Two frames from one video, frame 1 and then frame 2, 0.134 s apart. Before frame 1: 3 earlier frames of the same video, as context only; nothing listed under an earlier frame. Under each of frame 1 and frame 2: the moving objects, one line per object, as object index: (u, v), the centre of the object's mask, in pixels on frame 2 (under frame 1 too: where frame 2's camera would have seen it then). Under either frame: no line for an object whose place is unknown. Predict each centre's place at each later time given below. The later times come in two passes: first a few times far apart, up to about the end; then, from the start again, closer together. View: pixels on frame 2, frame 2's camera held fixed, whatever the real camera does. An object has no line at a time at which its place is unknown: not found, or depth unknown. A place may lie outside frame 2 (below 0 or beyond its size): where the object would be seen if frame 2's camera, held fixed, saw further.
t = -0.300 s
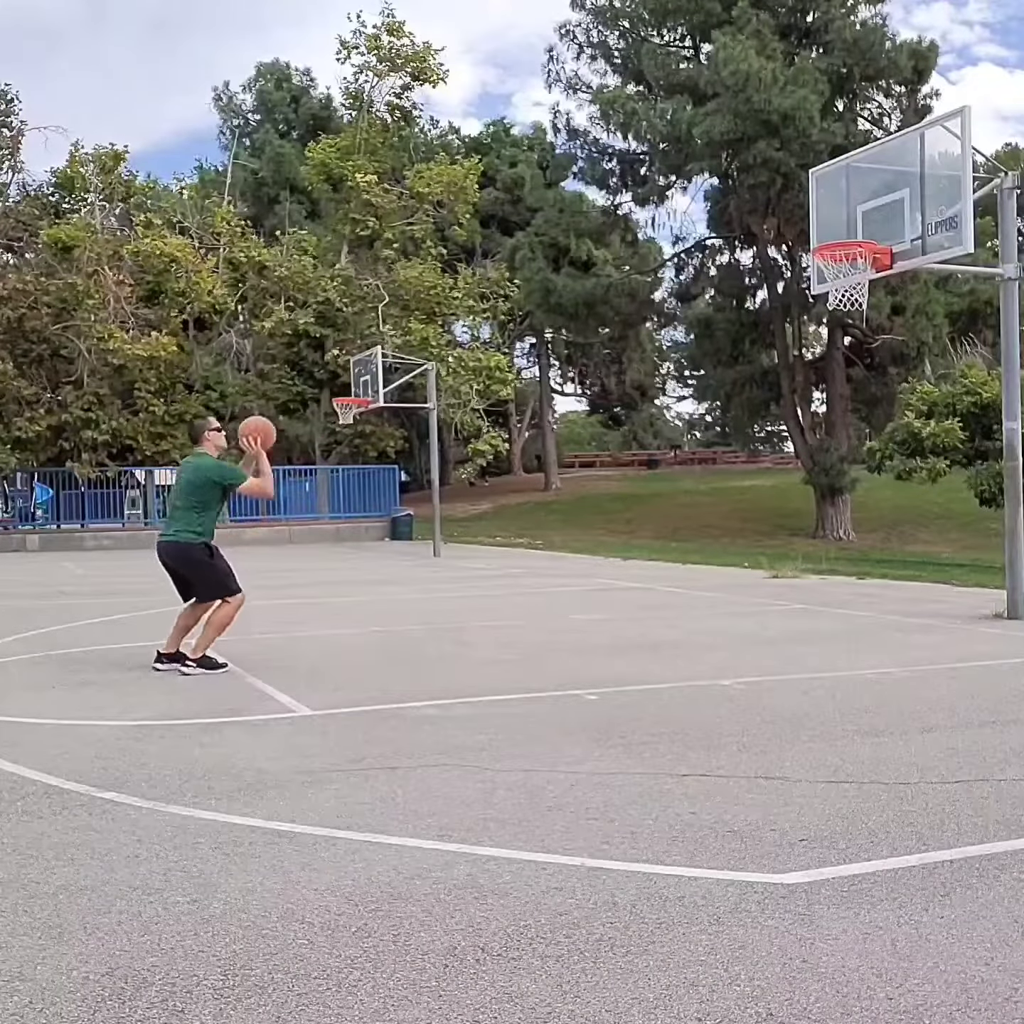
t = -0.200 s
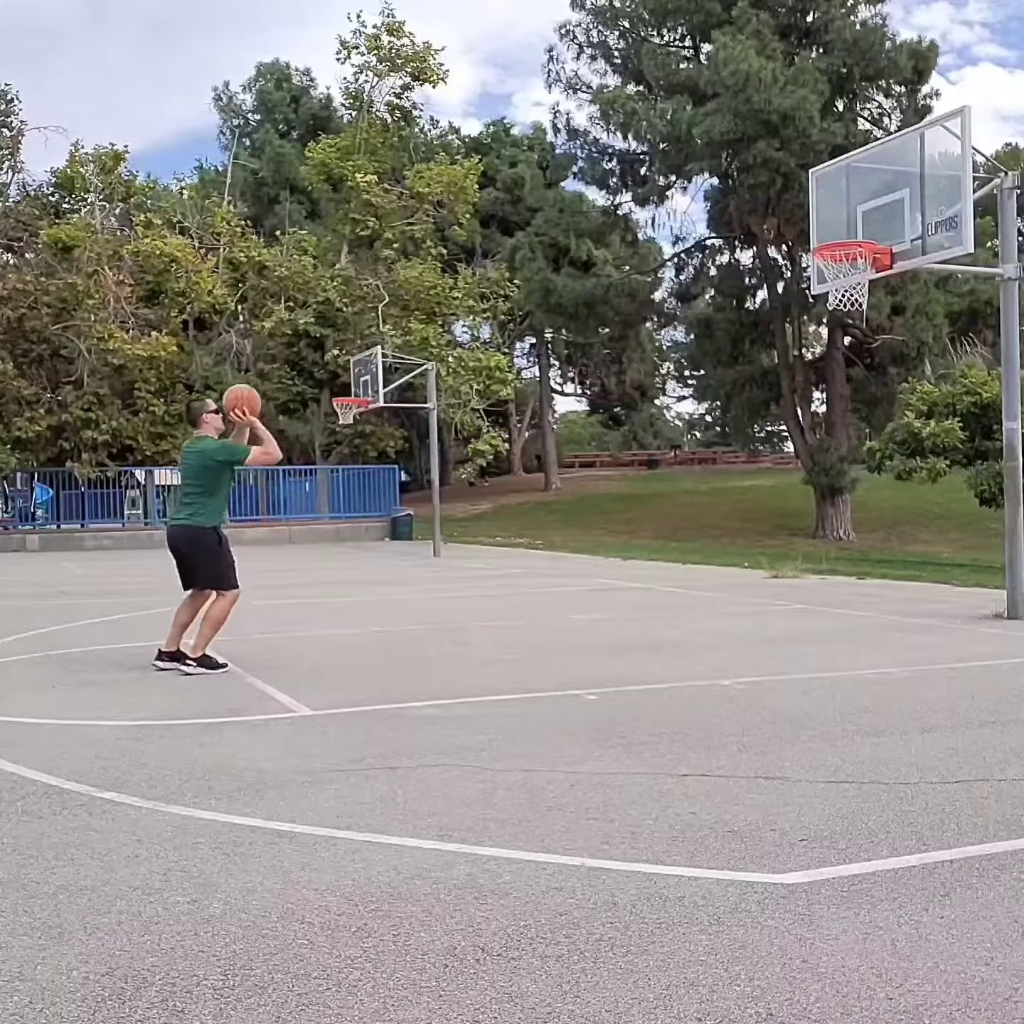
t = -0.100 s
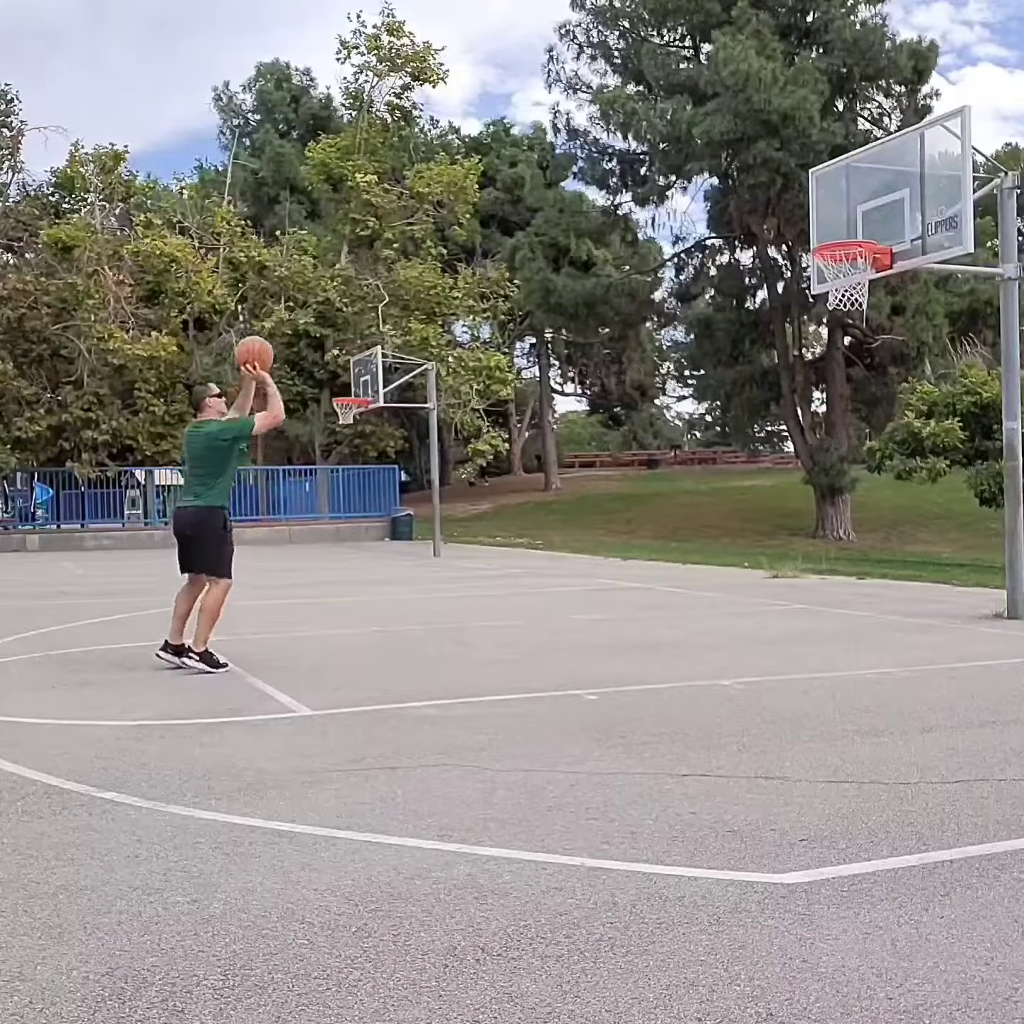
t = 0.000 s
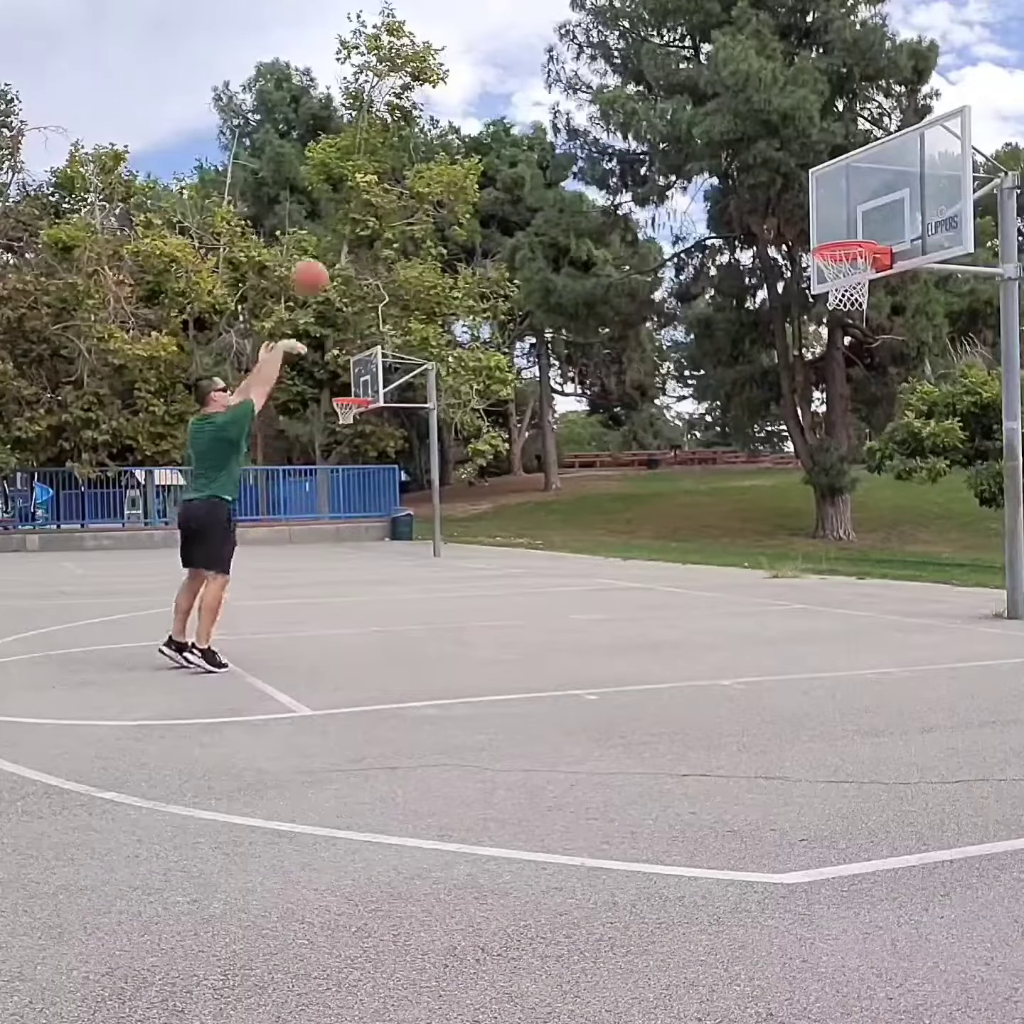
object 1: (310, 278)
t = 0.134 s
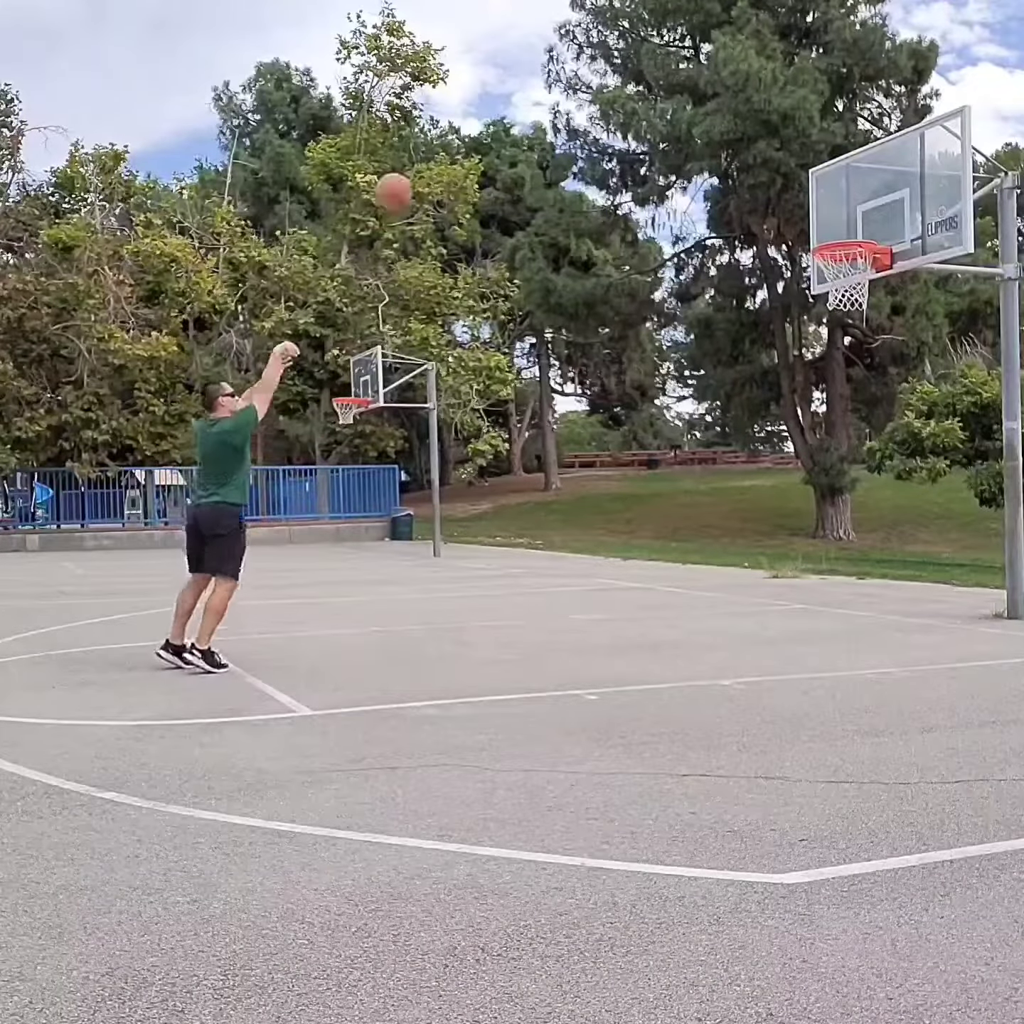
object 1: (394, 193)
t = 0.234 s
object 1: (455, 146)
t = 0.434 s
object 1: (570, 102)
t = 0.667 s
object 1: (695, 119)
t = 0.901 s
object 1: (808, 205)
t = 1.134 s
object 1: (855, 313)
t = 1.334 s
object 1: (848, 421)
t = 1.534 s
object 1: (844, 577)
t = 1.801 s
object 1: (812, 483)
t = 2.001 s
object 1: (783, 404)
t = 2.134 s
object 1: (764, 378)
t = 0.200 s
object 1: (434, 160)
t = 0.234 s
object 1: (455, 146)
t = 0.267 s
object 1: (475, 135)
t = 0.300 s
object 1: (494, 126)
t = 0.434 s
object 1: (570, 102)
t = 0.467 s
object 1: (587, 99)
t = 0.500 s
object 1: (606, 100)
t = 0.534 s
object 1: (624, 100)
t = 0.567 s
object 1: (642, 103)
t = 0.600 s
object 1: (660, 107)
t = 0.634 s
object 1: (677, 112)
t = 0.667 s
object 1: (695, 119)
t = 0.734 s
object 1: (728, 137)
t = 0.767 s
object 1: (745, 148)
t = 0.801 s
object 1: (761, 160)
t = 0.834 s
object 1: (777, 173)
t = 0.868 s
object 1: (793, 188)
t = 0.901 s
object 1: (808, 205)
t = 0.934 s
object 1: (824, 225)
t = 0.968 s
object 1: (841, 233)
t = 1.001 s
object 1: (853, 256)
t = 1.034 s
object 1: (861, 274)
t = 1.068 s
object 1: (859, 296)
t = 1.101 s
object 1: (858, 304)
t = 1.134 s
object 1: (855, 313)
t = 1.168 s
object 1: (854, 328)
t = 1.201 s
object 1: (853, 344)
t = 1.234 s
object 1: (852, 361)
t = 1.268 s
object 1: (850, 380)
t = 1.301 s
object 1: (849, 400)
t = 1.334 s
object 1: (848, 421)
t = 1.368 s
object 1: (848, 444)
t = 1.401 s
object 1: (847, 466)
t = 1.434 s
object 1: (846, 491)
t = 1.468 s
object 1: (845, 520)
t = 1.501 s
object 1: (845, 547)
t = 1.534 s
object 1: (844, 577)
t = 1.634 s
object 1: (836, 581)
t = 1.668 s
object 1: (832, 558)
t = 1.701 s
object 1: (826, 536)
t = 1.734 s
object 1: (821, 520)
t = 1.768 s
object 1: (816, 500)
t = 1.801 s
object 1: (812, 483)
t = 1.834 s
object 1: (808, 466)
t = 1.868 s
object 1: (803, 452)
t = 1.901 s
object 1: (798, 438)
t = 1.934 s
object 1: (793, 425)
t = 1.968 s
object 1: (788, 415)
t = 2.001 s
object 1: (783, 404)
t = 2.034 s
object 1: (779, 396)
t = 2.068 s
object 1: (773, 389)
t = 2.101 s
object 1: (769, 383)
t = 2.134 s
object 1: (764, 378)
